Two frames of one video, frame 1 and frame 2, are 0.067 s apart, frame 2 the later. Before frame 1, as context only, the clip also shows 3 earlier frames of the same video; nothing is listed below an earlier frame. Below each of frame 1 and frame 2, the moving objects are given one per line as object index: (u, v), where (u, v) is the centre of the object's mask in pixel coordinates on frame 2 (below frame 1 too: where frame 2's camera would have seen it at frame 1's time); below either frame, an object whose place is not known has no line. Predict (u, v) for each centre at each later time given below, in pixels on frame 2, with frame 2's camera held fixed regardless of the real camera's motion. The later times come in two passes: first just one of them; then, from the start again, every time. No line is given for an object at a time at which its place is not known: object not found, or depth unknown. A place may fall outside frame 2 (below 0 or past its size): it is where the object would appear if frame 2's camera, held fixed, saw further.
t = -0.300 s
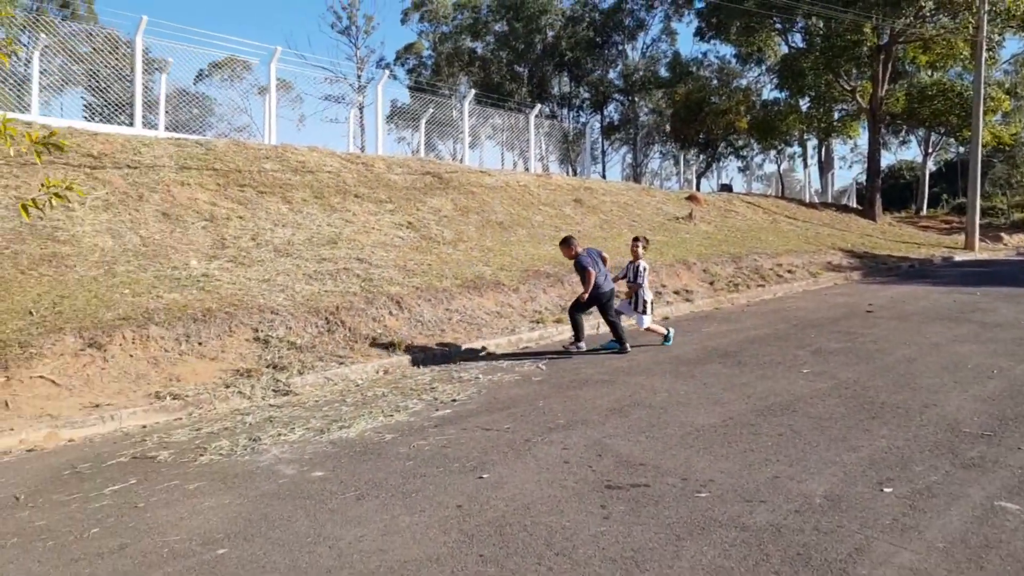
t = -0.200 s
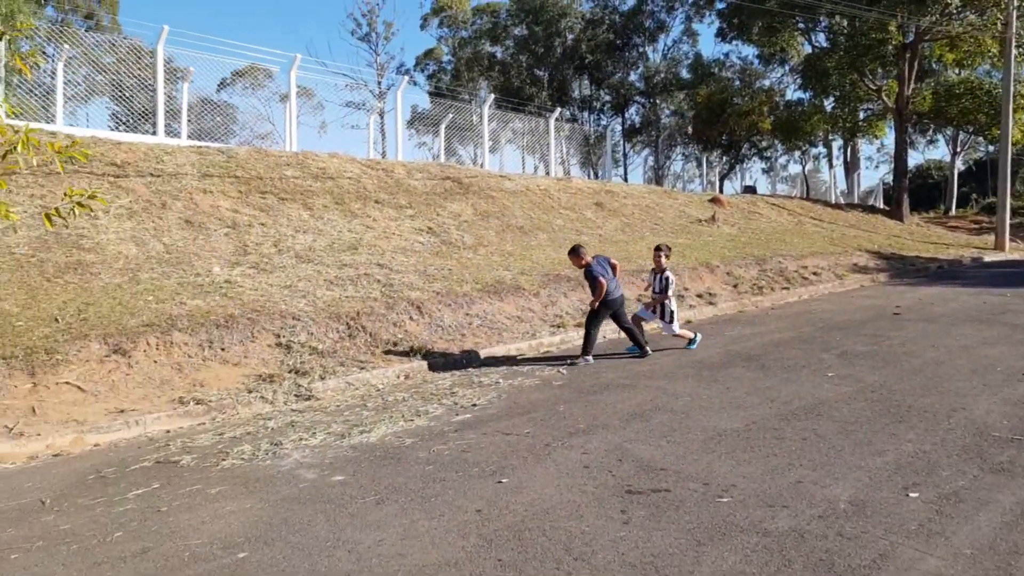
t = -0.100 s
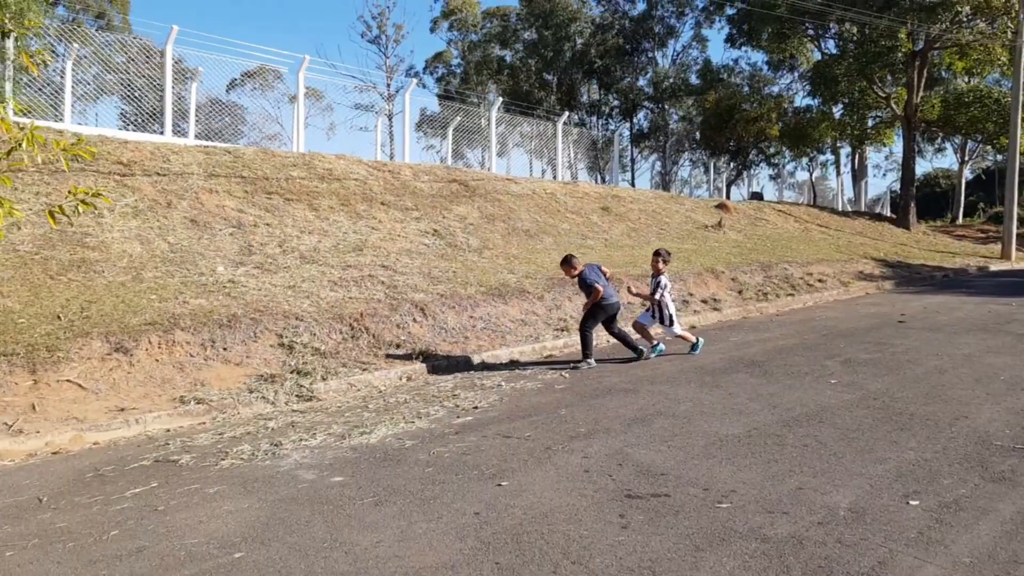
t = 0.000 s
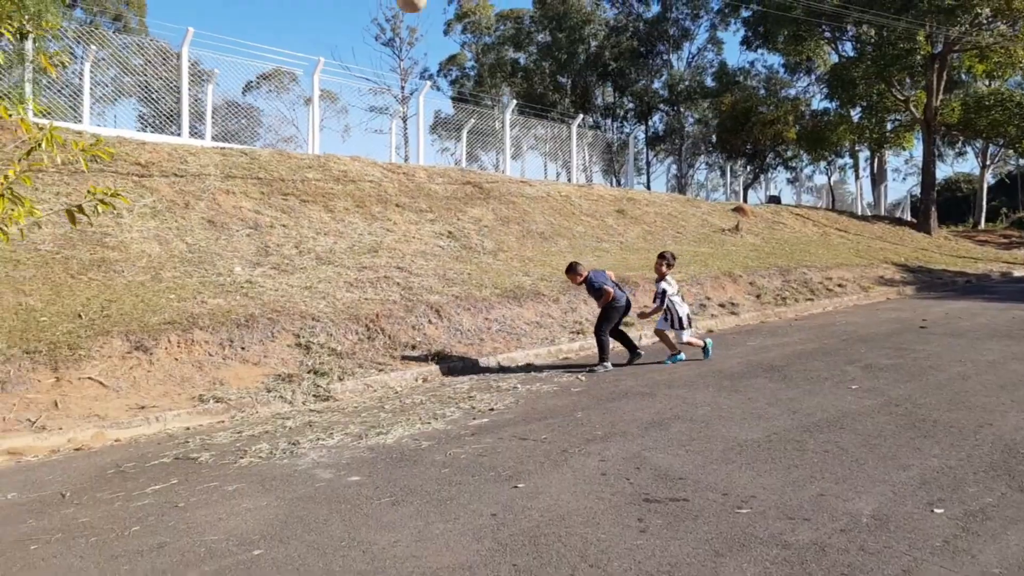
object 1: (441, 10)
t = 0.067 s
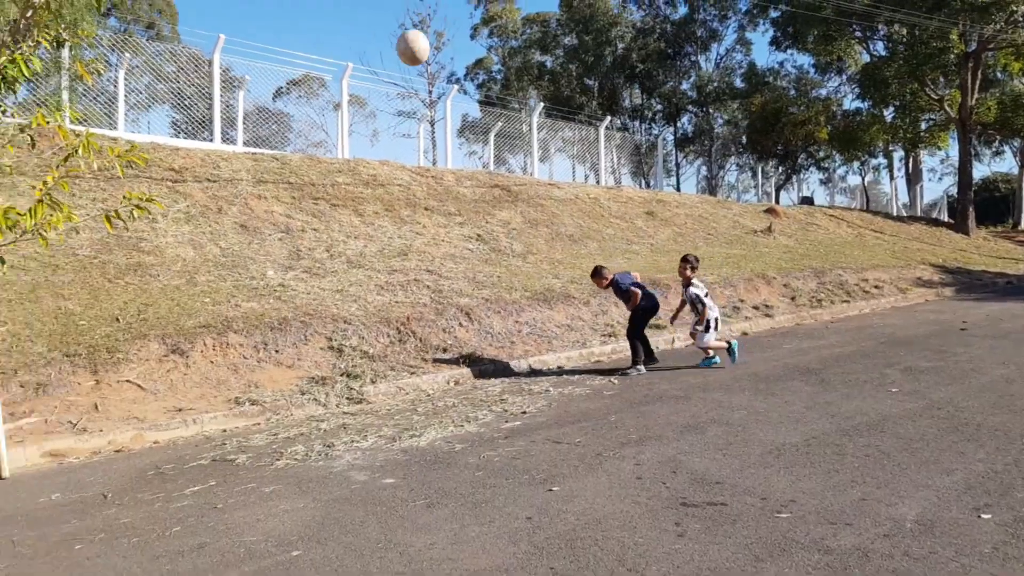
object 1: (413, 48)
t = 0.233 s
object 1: (346, 212)
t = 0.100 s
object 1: (398, 75)
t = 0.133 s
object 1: (385, 105)
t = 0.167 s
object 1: (373, 138)
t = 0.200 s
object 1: (360, 174)
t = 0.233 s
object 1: (346, 212)
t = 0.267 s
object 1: (332, 252)
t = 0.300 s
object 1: (317, 296)
